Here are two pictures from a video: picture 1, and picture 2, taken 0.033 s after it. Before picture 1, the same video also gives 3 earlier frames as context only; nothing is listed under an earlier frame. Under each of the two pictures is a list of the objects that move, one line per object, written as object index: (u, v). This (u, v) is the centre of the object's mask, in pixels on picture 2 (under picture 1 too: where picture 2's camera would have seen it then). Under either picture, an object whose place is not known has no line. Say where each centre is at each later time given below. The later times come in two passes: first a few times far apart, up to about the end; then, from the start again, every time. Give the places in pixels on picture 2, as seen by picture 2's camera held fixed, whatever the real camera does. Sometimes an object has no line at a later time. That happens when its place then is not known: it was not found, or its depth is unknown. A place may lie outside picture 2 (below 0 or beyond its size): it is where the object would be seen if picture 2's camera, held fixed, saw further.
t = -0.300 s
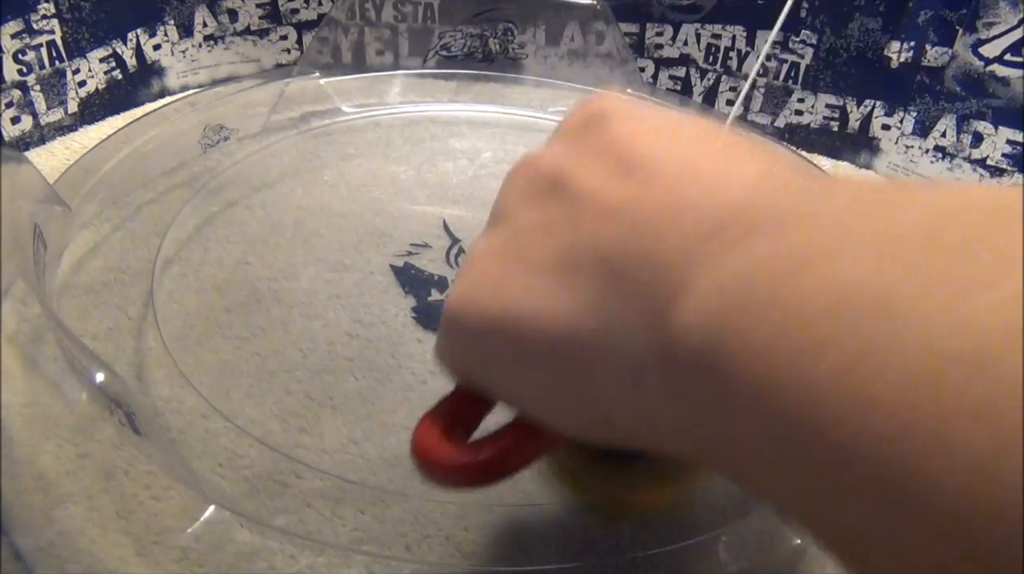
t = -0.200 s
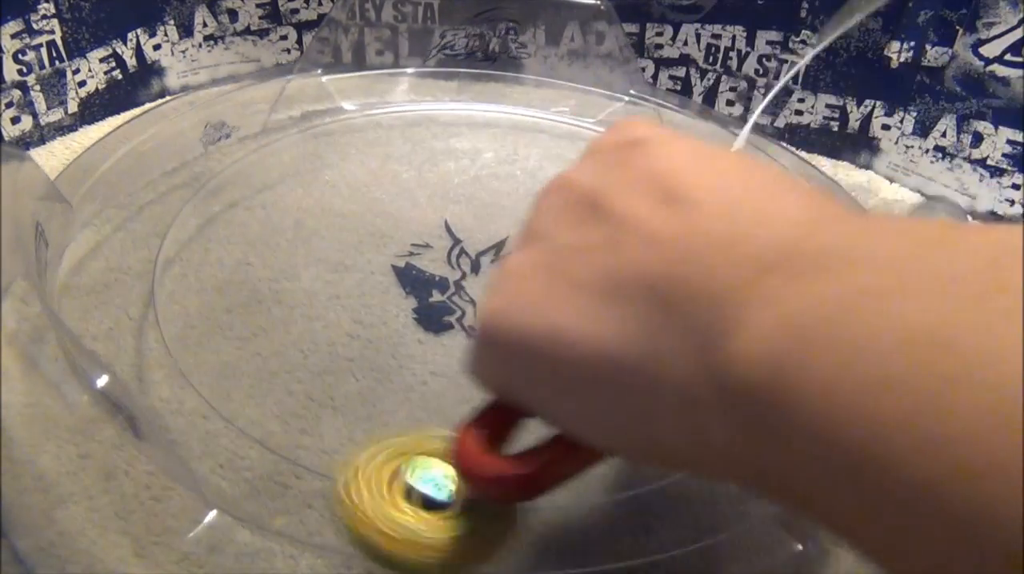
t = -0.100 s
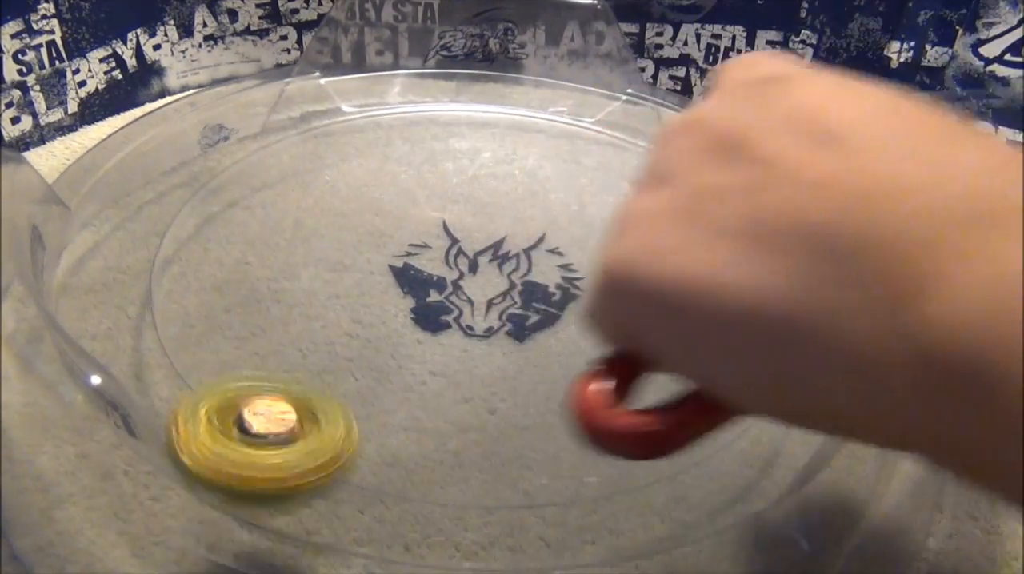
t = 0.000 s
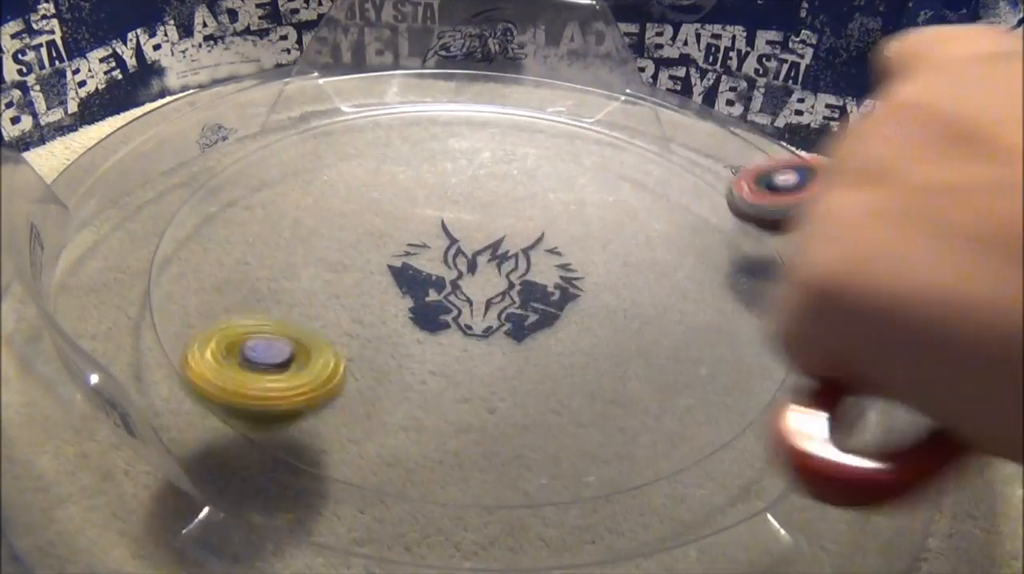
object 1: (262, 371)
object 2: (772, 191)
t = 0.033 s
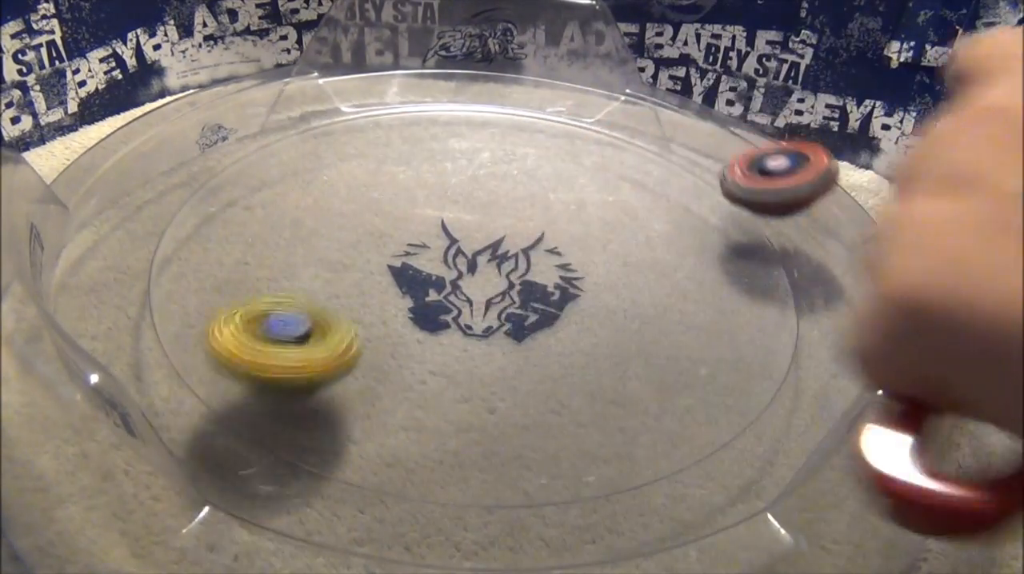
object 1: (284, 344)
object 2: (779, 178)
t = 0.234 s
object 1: (523, 222)
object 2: (743, 117)
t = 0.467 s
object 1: (771, 212)
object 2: (661, 132)
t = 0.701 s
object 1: (749, 346)
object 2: (572, 183)
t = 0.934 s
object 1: (475, 324)
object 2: (470, 182)
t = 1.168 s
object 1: (488, 202)
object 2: (418, 66)
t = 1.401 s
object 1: (608, 177)
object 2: (502, 137)
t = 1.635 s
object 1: (724, 283)
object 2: (341, 118)
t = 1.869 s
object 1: (393, 252)
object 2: (292, 116)
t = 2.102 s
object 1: (451, 168)
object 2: (241, 67)
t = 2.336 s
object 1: (595, 213)
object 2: (329, 120)
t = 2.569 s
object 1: (461, 375)
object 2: (424, 258)
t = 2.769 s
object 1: (281, 382)
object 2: (294, 295)
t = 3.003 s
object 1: (373, 358)
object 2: (275, 183)
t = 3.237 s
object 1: (520, 306)
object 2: (603, 244)
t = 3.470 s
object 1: (623, 305)
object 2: (789, 306)
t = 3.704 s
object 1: (611, 283)
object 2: (645, 406)
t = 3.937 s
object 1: (514, 259)
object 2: (394, 272)
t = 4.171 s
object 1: (510, 165)
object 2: (392, 133)
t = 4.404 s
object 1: (582, 151)
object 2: (377, 121)
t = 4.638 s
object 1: (505, 240)
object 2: (413, 182)
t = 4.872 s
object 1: (450, 383)
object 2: (377, 263)
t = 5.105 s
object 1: (327, 390)
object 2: (410, 295)
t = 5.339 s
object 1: (368, 361)
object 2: (486, 261)
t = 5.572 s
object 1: (464, 299)
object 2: (543, 228)
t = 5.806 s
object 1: (598, 254)
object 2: (561, 196)
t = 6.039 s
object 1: (631, 207)
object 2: (520, 193)
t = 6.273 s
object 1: (581, 205)
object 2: (419, 214)
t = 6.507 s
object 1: (459, 235)
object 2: (334, 216)
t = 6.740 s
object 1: (439, 282)
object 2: (300, 221)
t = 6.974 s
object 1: (514, 320)
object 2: (381, 272)
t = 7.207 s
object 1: (697, 338)
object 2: (463, 364)
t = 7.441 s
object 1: (692, 342)
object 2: (596, 401)
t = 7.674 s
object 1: (540, 216)
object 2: (698, 373)
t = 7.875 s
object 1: (521, 131)
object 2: (688, 280)
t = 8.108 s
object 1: (536, 154)
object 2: (616, 178)
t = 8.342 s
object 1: (385, 229)
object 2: (563, 114)
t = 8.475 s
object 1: (314, 257)
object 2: (502, 102)
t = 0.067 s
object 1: (311, 318)
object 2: (772, 162)
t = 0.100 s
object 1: (348, 294)
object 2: (765, 150)
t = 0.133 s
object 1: (390, 274)
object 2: (761, 138)
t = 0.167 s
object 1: (435, 255)
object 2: (756, 129)
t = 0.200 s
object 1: (479, 239)
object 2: (751, 121)
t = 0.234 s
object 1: (523, 222)
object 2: (743, 117)
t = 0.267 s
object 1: (566, 211)
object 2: (732, 115)
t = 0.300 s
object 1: (608, 201)
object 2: (722, 114)
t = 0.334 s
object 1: (649, 193)
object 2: (709, 115)
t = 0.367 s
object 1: (685, 190)
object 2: (698, 117)
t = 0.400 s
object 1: (719, 194)
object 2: (686, 121)
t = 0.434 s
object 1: (755, 199)
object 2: (673, 124)
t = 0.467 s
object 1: (771, 212)
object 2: (661, 132)
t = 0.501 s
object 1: (772, 232)
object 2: (648, 139)
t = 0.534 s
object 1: (770, 252)
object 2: (634, 146)
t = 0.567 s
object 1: (768, 270)
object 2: (622, 152)
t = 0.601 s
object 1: (764, 291)
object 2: (609, 161)
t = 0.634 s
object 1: (759, 308)
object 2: (596, 170)
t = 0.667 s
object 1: (754, 326)
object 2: (584, 177)
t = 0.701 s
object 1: (749, 346)
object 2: (572, 183)
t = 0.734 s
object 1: (737, 363)
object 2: (559, 189)
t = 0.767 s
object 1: (707, 377)
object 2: (544, 193)
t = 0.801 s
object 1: (666, 382)
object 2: (530, 195)
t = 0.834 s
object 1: (615, 380)
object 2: (514, 195)
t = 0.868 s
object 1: (562, 370)
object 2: (498, 193)
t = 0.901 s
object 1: (513, 352)
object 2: (484, 189)
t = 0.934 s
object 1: (475, 324)
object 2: (470, 182)
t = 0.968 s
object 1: (447, 296)
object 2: (459, 176)
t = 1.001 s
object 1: (431, 266)
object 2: (450, 166)
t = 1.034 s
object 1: (425, 236)
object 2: (445, 156)
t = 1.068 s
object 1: (433, 216)
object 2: (439, 133)
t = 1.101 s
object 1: (453, 202)
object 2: (427, 105)
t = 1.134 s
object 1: (470, 209)
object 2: (420, 83)
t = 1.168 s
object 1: (488, 202)
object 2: (418, 66)
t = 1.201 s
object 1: (503, 202)
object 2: (424, 63)
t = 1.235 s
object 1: (521, 194)
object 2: (434, 74)
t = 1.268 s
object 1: (537, 191)
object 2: (446, 87)
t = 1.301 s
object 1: (553, 187)
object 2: (460, 99)
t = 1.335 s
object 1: (569, 182)
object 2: (473, 112)
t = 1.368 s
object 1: (585, 178)
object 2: (490, 125)
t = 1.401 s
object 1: (608, 177)
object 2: (502, 137)
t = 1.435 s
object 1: (666, 184)
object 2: (471, 135)
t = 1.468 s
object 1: (720, 194)
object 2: (441, 132)
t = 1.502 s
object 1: (762, 202)
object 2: (415, 129)
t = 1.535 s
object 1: (770, 215)
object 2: (391, 126)
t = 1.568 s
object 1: (769, 244)
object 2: (372, 123)
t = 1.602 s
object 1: (753, 265)
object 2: (355, 121)
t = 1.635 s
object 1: (724, 283)
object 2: (341, 118)
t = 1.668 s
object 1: (679, 300)
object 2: (327, 116)
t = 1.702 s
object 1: (624, 312)
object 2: (316, 114)
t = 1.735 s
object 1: (569, 313)
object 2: (306, 111)
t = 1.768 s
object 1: (513, 306)
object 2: (297, 109)
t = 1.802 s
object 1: (467, 294)
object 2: (295, 111)
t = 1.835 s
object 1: (424, 275)
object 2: (293, 114)
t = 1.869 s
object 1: (393, 252)
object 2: (292, 116)
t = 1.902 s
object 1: (367, 227)
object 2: (291, 119)
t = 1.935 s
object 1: (354, 202)
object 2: (290, 121)
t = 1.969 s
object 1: (364, 188)
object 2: (278, 110)
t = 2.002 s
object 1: (386, 183)
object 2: (264, 96)
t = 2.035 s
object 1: (408, 180)
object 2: (251, 85)
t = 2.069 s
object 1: (429, 175)
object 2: (242, 75)
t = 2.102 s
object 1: (451, 168)
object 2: (241, 67)
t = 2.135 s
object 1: (473, 164)
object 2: (249, 72)
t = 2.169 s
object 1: (496, 160)
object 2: (259, 76)
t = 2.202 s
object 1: (521, 159)
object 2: (268, 80)
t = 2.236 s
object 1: (546, 163)
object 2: (279, 85)
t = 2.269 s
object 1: (569, 175)
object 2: (293, 92)
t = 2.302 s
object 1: (585, 192)
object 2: (309, 103)
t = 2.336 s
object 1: (595, 213)
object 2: (329, 120)
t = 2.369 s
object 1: (595, 237)
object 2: (352, 140)
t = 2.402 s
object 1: (585, 261)
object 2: (379, 163)
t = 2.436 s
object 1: (563, 282)
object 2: (404, 188)
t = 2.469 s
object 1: (531, 299)
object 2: (426, 218)
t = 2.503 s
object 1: (496, 315)
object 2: (437, 238)
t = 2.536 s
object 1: (482, 349)
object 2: (433, 249)
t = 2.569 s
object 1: (461, 375)
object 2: (424, 258)
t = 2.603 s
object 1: (434, 395)
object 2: (413, 270)
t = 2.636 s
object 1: (403, 407)
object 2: (398, 280)
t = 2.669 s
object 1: (366, 414)
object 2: (376, 293)
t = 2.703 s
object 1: (326, 414)
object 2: (353, 301)
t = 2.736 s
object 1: (300, 398)
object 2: (326, 301)
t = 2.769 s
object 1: (281, 382)
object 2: (294, 295)
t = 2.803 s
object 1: (275, 386)
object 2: (258, 281)
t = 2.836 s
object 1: (285, 387)
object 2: (232, 261)
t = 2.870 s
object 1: (300, 385)
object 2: (215, 240)
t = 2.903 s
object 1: (317, 380)
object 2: (211, 219)
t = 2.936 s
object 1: (334, 374)
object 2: (220, 202)
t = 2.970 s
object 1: (354, 366)
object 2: (242, 190)
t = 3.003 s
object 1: (373, 358)
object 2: (275, 183)
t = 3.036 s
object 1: (393, 350)
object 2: (316, 181)
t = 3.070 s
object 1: (411, 342)
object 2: (363, 184)
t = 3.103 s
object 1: (432, 331)
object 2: (415, 192)
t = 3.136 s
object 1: (454, 322)
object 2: (465, 205)
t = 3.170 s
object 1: (475, 313)
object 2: (516, 220)
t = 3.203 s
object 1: (498, 307)
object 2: (559, 238)
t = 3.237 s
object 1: (520, 306)
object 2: (603, 244)
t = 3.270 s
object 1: (538, 288)
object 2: (652, 240)
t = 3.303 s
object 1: (553, 293)
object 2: (694, 256)
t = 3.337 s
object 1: (566, 318)
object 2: (736, 262)
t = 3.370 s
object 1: (582, 317)
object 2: (768, 272)
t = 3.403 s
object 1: (599, 308)
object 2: (791, 280)
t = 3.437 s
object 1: (612, 310)
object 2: (800, 290)
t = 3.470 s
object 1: (623, 305)
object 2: (789, 306)
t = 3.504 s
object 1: (631, 306)
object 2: (778, 319)
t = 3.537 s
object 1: (637, 302)
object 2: (763, 333)
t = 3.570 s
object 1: (641, 296)
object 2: (748, 347)
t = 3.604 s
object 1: (639, 292)
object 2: (730, 362)
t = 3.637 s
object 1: (632, 289)
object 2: (712, 377)
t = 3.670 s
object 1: (623, 285)
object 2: (685, 395)
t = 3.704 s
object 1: (611, 283)
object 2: (645, 406)
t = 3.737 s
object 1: (599, 280)
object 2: (598, 408)
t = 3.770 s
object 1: (584, 278)
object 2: (545, 401)
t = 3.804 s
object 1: (570, 276)
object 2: (496, 386)
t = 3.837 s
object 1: (555, 274)
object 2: (451, 363)
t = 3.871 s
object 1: (541, 270)
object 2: (418, 335)
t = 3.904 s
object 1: (526, 265)
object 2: (400, 302)
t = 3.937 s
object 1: (514, 259)
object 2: (394, 272)
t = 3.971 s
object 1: (503, 253)
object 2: (398, 239)
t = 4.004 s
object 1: (504, 236)
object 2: (389, 203)
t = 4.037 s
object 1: (512, 223)
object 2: (372, 186)
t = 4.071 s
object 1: (516, 207)
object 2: (366, 168)
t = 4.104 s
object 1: (517, 190)
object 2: (368, 155)
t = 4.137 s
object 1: (515, 177)
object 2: (377, 142)
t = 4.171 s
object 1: (510, 165)
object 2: (392, 133)
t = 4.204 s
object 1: (506, 158)
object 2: (406, 123)
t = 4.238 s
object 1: (528, 147)
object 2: (393, 116)
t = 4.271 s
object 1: (547, 144)
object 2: (383, 114)
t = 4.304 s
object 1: (562, 141)
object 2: (376, 114)
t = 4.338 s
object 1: (573, 137)
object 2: (374, 114)
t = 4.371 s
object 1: (579, 144)
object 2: (375, 117)
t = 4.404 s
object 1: (582, 151)
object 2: (377, 121)
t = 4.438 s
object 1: (582, 158)
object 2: (383, 127)
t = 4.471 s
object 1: (577, 171)
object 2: (389, 134)
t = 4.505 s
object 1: (569, 183)
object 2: (397, 142)
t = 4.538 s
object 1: (556, 198)
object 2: (405, 152)
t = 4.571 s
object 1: (539, 212)
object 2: (413, 163)
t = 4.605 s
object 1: (515, 227)
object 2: (419, 176)
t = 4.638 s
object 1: (505, 240)
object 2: (413, 182)
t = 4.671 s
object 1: (506, 267)
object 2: (404, 192)
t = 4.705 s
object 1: (505, 274)
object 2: (395, 203)
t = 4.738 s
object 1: (499, 300)
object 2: (386, 216)
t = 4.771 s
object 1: (492, 332)
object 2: (381, 228)
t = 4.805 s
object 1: (482, 352)
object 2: (378, 241)
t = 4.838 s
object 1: (468, 369)
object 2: (376, 253)
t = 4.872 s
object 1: (450, 383)
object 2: (377, 263)
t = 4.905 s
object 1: (428, 392)
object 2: (380, 272)
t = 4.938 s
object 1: (402, 397)
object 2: (385, 279)
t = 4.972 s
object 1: (377, 398)
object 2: (390, 284)
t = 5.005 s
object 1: (355, 399)
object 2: (394, 289)
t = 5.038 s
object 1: (338, 398)
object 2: (400, 292)
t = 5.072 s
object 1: (330, 395)
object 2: (405, 294)
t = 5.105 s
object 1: (327, 390)
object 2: (410, 295)
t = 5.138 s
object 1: (331, 385)
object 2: (415, 296)
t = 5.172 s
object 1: (338, 377)
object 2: (421, 299)
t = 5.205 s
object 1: (347, 367)
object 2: (426, 300)
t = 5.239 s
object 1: (358, 358)
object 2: (432, 301)
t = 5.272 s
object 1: (358, 360)
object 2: (450, 291)
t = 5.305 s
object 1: (361, 361)
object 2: (470, 273)
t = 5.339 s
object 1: (368, 361)
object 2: (486, 261)
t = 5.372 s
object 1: (381, 350)
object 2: (498, 250)
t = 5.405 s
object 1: (392, 344)
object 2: (510, 240)
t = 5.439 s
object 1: (403, 335)
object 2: (519, 234)
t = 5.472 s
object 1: (415, 326)
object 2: (527, 230)
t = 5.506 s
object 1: (429, 315)
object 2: (533, 229)
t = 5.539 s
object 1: (445, 307)
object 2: (538, 228)
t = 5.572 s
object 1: (464, 299)
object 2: (543, 228)
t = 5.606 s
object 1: (484, 290)
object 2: (546, 228)
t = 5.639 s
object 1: (505, 286)
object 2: (551, 223)
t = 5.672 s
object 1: (526, 281)
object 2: (557, 216)
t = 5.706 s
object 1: (544, 277)
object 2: (563, 210)
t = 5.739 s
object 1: (561, 269)
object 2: (567, 205)
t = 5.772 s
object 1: (578, 263)
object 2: (567, 199)
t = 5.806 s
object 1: (598, 254)
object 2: (561, 196)
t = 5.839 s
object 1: (617, 247)
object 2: (556, 193)
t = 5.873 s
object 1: (632, 240)
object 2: (549, 192)
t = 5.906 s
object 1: (641, 228)
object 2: (544, 190)
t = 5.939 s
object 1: (645, 221)
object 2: (539, 189)
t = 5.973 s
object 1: (644, 215)
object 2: (533, 189)
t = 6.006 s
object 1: (639, 210)
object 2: (527, 190)
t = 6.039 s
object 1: (631, 207)
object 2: (520, 193)
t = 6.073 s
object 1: (622, 204)
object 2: (515, 194)
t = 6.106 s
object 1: (610, 203)
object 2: (509, 198)
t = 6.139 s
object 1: (599, 203)
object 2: (503, 202)
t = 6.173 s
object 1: (595, 202)
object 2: (482, 205)
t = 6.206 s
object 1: (594, 202)
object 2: (458, 207)
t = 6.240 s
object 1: (589, 203)
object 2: (438, 210)
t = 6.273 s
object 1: (581, 205)
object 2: (419, 214)
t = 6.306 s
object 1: (570, 208)
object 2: (402, 215)
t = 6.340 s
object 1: (556, 213)
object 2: (386, 216)
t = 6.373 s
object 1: (540, 216)
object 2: (373, 215)
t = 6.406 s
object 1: (521, 221)
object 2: (360, 216)
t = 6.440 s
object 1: (499, 225)
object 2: (348, 214)
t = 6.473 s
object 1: (480, 230)
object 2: (340, 214)
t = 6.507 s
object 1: (459, 235)
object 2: (334, 216)
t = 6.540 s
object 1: (444, 239)
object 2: (324, 213)
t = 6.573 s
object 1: (443, 246)
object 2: (307, 212)
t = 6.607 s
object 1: (441, 254)
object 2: (295, 212)
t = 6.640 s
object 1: (440, 260)
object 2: (291, 214)
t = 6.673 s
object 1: (439, 267)
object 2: (291, 215)
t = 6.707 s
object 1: (438, 275)
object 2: (294, 218)
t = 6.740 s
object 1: (439, 282)
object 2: (300, 221)
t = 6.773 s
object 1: (440, 290)
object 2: (309, 226)
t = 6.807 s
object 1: (443, 296)
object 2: (321, 233)
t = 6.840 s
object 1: (448, 304)
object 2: (336, 239)
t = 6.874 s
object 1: (454, 310)
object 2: (351, 247)
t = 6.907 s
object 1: (462, 314)
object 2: (365, 253)
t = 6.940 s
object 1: (477, 318)
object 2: (377, 261)
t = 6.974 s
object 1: (514, 320)
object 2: (381, 272)
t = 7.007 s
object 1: (545, 322)
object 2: (387, 281)
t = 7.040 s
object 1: (577, 325)
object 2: (396, 295)
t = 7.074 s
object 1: (606, 325)
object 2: (405, 308)
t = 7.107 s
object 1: (637, 328)
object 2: (416, 322)
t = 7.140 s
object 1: (662, 330)
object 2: (429, 335)
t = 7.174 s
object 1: (681, 333)
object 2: (445, 347)
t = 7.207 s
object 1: (697, 338)
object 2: (463, 364)
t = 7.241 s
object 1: (707, 342)
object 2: (481, 376)
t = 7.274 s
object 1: (715, 345)
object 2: (500, 386)
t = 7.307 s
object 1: (719, 348)
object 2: (520, 393)
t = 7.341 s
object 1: (719, 348)
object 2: (539, 398)
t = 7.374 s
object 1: (715, 346)
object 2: (559, 402)
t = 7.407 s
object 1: (705, 343)
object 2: (576, 404)
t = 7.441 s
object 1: (692, 342)
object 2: (596, 401)
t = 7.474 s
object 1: (673, 335)
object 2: (615, 401)
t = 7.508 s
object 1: (646, 326)
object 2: (639, 406)
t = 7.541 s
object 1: (622, 303)
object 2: (662, 411)
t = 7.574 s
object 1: (597, 283)
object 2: (679, 409)
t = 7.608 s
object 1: (576, 262)
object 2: (685, 399)
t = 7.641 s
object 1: (553, 239)
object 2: (692, 387)
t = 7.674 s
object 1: (540, 216)
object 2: (698, 373)
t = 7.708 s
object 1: (530, 196)
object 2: (703, 357)
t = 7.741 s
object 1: (520, 178)
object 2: (705, 342)
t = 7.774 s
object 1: (516, 161)
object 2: (705, 326)
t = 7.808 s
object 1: (514, 146)
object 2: (702, 310)
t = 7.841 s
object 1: (517, 137)
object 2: (697, 294)
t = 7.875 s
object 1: (521, 131)
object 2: (688, 280)
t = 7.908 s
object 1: (528, 128)
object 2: (678, 266)
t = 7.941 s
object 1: (537, 128)
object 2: (666, 252)
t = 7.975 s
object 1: (544, 127)
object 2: (654, 238)
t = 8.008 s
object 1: (549, 131)
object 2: (641, 223)
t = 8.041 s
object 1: (551, 134)
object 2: (629, 206)
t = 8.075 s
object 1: (550, 139)
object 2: (617, 193)
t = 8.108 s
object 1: (536, 154)
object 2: (616, 178)
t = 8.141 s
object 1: (513, 162)
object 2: (615, 165)
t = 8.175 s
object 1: (492, 173)
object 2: (613, 154)
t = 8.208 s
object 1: (470, 184)
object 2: (607, 145)
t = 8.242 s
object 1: (448, 196)
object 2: (598, 137)
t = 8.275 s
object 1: (427, 208)
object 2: (588, 128)
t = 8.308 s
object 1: (407, 219)
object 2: (576, 121)
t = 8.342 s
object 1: (385, 229)
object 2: (563, 114)
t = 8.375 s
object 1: (365, 239)
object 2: (549, 109)
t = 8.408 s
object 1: (345, 246)
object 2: (534, 104)
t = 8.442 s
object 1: (328, 252)
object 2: (518, 102)
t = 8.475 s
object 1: (314, 257)
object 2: (502, 102)
